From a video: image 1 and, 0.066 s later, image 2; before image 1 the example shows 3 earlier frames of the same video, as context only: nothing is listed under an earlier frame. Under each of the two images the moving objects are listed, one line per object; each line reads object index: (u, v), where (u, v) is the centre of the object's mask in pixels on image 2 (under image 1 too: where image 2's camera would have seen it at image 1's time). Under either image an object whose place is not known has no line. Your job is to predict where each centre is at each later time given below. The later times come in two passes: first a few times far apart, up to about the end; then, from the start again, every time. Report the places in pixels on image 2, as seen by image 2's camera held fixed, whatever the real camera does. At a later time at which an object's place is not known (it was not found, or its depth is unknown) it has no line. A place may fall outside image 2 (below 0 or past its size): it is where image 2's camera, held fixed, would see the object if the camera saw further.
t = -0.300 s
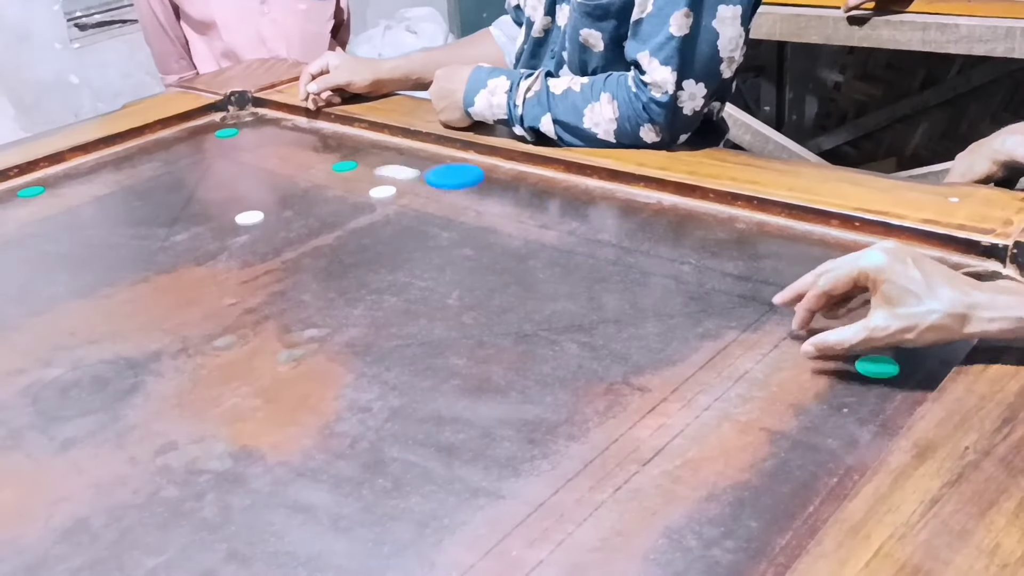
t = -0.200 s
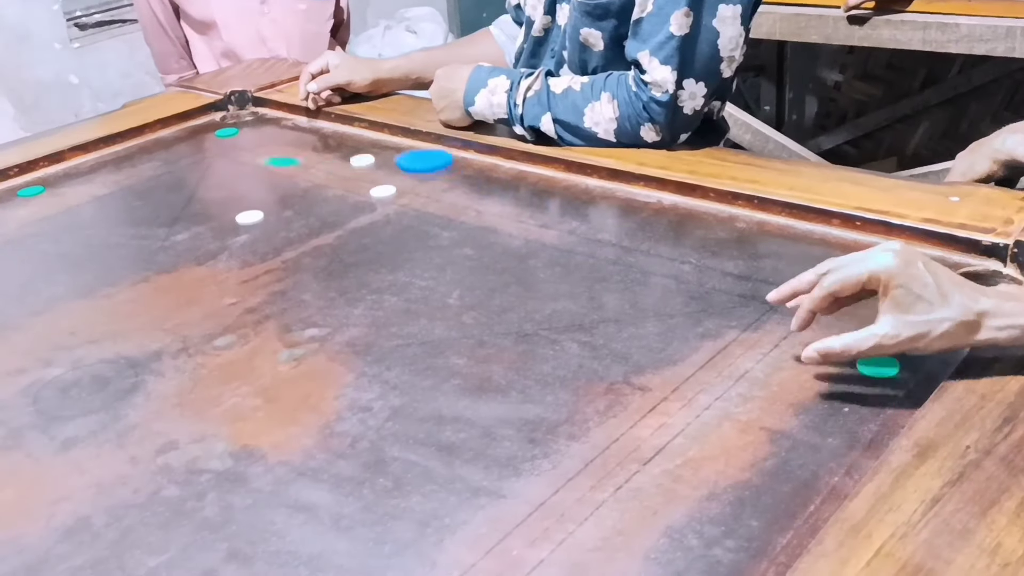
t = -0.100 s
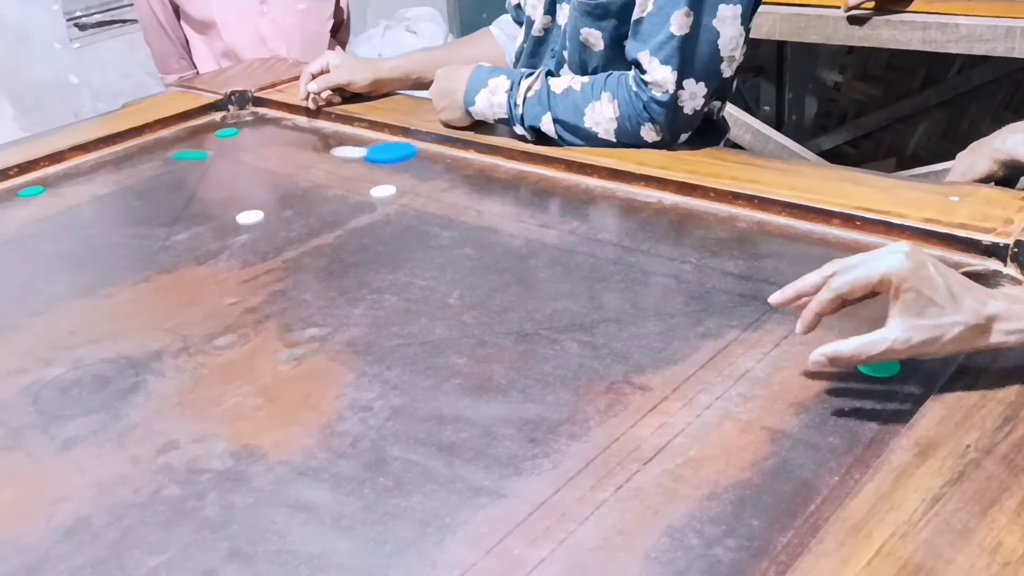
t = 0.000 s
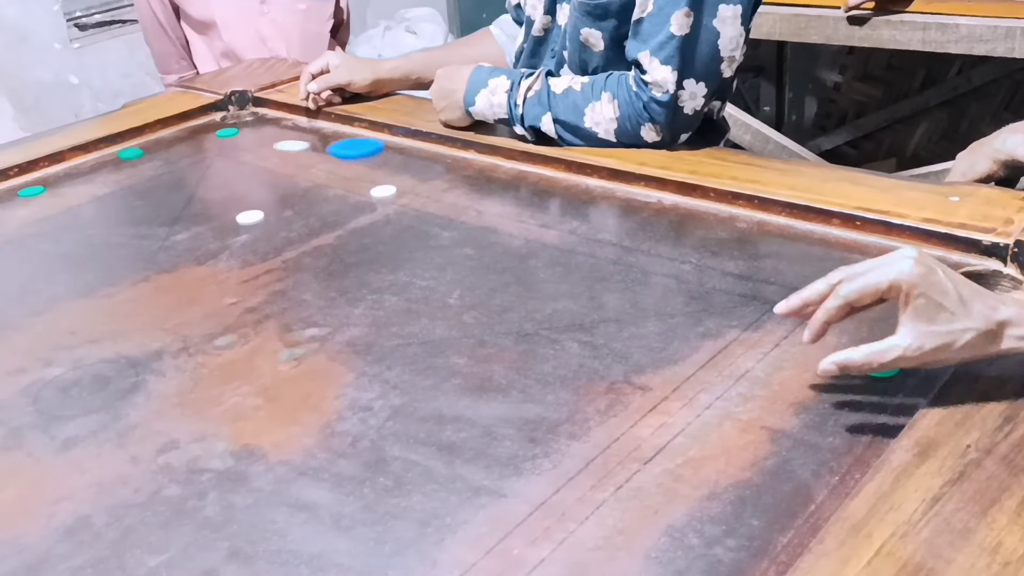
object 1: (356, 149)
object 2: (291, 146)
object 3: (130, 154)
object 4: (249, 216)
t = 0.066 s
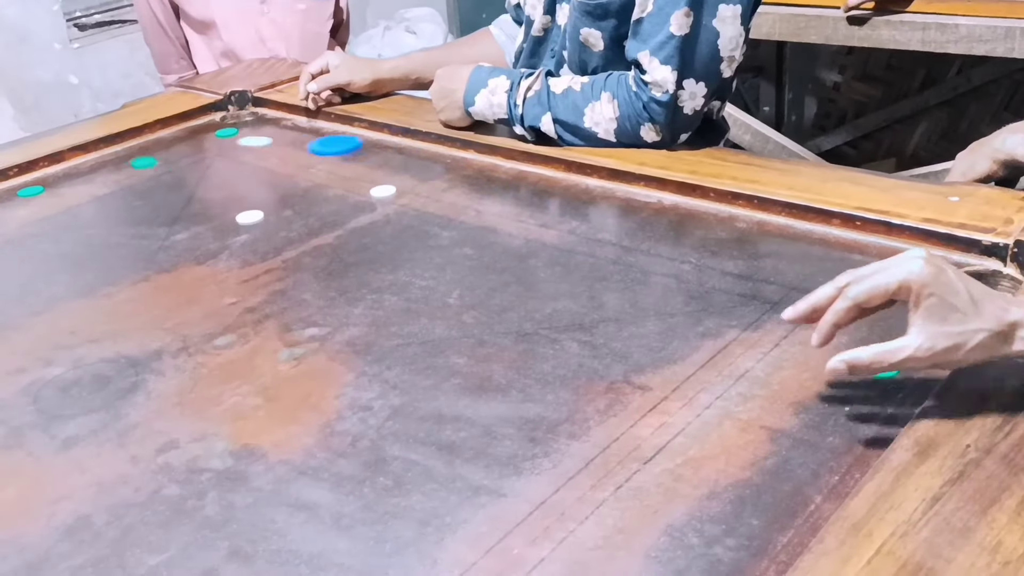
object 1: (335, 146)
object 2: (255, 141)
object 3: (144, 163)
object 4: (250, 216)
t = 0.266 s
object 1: (285, 139)
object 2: (171, 146)
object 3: (191, 194)
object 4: (249, 216)
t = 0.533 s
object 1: (241, 132)
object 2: (102, 161)
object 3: (206, 229)
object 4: (290, 223)
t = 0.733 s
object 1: (228, 129)
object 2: (82, 173)
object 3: (178, 248)
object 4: (354, 231)
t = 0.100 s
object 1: (326, 144)
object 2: (239, 139)
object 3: (152, 168)
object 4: (249, 216)
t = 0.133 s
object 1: (317, 143)
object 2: (222, 139)
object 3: (160, 173)
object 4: (249, 216)
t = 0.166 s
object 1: (308, 142)
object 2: (208, 141)
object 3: (168, 178)
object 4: (250, 216)
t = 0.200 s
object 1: (301, 141)
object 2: (195, 142)
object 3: (175, 183)
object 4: (249, 216)
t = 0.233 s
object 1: (293, 140)
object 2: (183, 144)
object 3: (183, 188)
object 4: (249, 216)
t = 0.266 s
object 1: (285, 139)
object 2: (171, 146)
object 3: (191, 194)
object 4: (249, 216)
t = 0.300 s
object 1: (279, 138)
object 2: (159, 147)
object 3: (200, 199)
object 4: (249, 216)
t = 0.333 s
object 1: (273, 137)
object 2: (147, 148)
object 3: (208, 204)
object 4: (249, 216)
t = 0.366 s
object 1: (267, 136)
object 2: (135, 150)
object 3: (217, 210)
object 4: (249, 217)
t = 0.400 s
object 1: (261, 135)
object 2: (123, 152)
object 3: (224, 215)
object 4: (250, 216)
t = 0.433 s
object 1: (256, 134)
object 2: (115, 153)
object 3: (223, 219)
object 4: (258, 217)
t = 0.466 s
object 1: (251, 133)
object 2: (110, 156)
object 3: (217, 222)
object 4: (269, 219)
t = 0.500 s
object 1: (246, 133)
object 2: (106, 158)
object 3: (211, 226)
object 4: (279, 221)
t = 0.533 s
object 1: (241, 132)
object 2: (102, 161)
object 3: (206, 229)
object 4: (290, 223)
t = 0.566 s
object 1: (238, 131)
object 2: (98, 163)
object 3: (201, 232)
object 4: (301, 224)
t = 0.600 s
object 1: (235, 131)
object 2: (94, 165)
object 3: (196, 236)
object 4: (312, 226)
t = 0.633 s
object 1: (232, 130)
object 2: (90, 167)
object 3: (191, 239)
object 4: (322, 227)
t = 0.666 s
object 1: (230, 130)
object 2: (87, 169)
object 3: (187, 242)
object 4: (333, 228)
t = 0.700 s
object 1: (229, 129)
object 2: (84, 171)
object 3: (182, 245)
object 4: (343, 230)
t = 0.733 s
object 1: (228, 129)
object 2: (82, 173)
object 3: (178, 248)
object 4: (354, 231)
